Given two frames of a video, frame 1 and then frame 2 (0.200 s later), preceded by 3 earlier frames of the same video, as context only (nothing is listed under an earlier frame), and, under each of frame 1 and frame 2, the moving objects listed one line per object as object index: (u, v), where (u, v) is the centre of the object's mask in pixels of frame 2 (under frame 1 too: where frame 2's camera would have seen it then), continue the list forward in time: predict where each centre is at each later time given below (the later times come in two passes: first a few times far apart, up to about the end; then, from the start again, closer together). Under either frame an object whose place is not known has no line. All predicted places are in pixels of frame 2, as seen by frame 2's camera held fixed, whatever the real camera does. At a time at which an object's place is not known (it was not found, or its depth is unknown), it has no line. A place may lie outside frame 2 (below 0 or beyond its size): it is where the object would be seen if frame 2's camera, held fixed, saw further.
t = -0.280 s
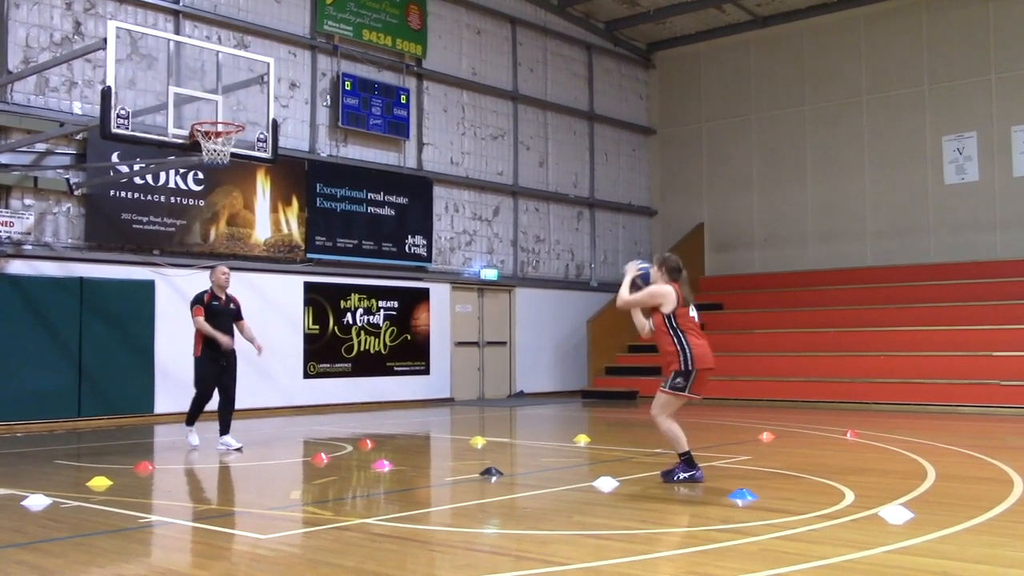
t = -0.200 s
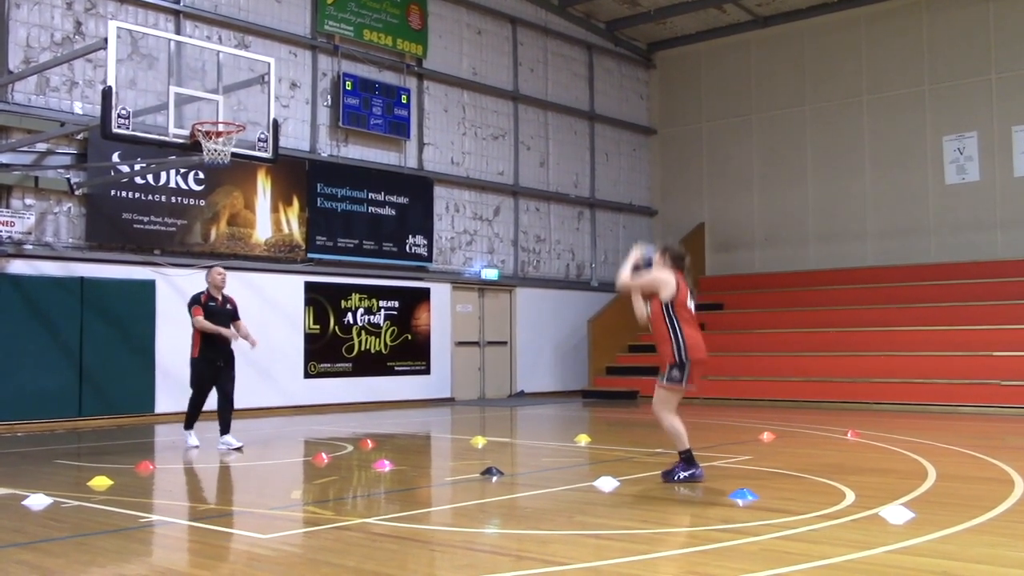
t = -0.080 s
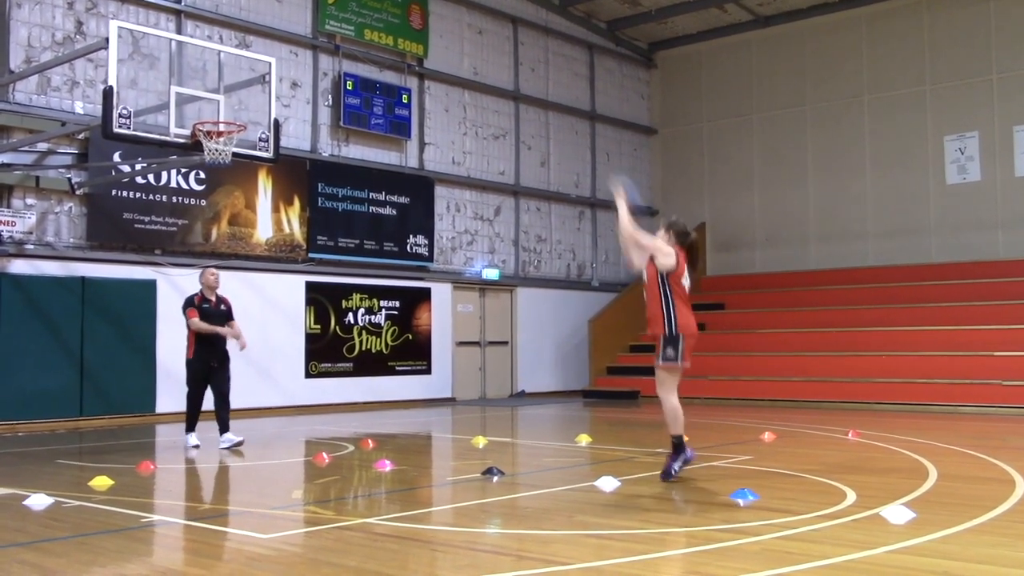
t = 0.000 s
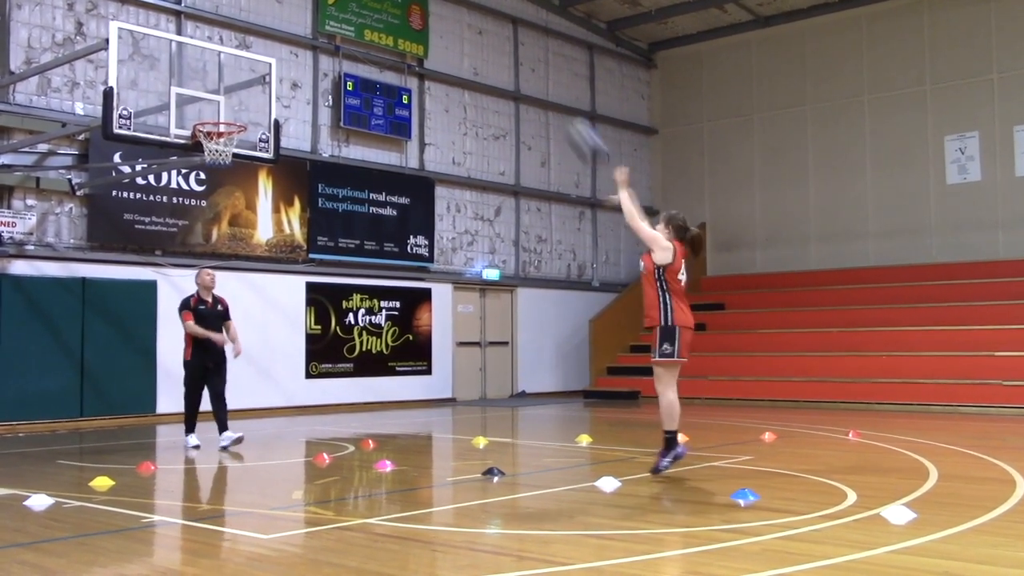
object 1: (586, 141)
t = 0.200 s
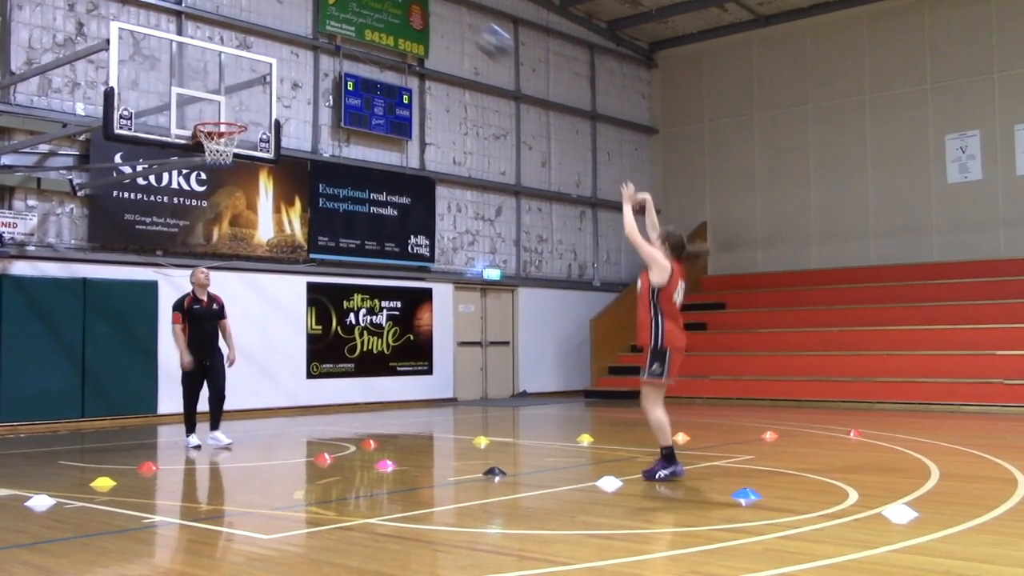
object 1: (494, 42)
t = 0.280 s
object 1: (460, 17)
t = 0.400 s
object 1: (412, 4)
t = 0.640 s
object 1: (326, 7)
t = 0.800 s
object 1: (271, 44)
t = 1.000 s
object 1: (213, 113)
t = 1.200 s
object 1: (242, 56)
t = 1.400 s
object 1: (276, 30)
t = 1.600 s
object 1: (317, 46)
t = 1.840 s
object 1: (369, 131)
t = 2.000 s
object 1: (405, 237)
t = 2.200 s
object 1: (460, 446)
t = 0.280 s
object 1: (460, 17)
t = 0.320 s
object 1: (444, 10)
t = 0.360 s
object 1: (428, 6)
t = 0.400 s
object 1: (412, 4)
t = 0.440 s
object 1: (398, 4)
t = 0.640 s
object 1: (326, 7)
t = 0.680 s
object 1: (312, 12)
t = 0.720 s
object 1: (298, 21)
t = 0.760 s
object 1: (286, 30)
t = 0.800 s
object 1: (271, 44)
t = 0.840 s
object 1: (260, 58)
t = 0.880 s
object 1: (250, 73)
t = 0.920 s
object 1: (238, 85)
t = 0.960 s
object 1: (225, 104)
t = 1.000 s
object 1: (213, 113)
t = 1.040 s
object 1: (218, 105)
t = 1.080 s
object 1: (223, 92)
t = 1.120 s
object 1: (229, 79)
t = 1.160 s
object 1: (236, 67)
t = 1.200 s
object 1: (242, 56)
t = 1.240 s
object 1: (249, 48)
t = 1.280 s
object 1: (255, 42)
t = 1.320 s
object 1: (263, 36)
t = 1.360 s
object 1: (269, 32)
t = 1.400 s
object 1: (276, 30)
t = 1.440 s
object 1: (284, 29)
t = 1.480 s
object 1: (291, 30)
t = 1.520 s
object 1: (301, 34)
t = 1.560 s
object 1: (308, 38)
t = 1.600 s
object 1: (317, 46)
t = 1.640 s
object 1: (324, 53)
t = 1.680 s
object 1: (331, 64)
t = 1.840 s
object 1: (369, 131)
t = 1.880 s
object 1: (377, 153)
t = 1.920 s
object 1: (388, 180)
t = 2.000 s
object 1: (405, 237)
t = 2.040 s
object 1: (417, 278)
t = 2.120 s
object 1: (426, 348)
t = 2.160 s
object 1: (448, 402)
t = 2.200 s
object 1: (460, 446)
